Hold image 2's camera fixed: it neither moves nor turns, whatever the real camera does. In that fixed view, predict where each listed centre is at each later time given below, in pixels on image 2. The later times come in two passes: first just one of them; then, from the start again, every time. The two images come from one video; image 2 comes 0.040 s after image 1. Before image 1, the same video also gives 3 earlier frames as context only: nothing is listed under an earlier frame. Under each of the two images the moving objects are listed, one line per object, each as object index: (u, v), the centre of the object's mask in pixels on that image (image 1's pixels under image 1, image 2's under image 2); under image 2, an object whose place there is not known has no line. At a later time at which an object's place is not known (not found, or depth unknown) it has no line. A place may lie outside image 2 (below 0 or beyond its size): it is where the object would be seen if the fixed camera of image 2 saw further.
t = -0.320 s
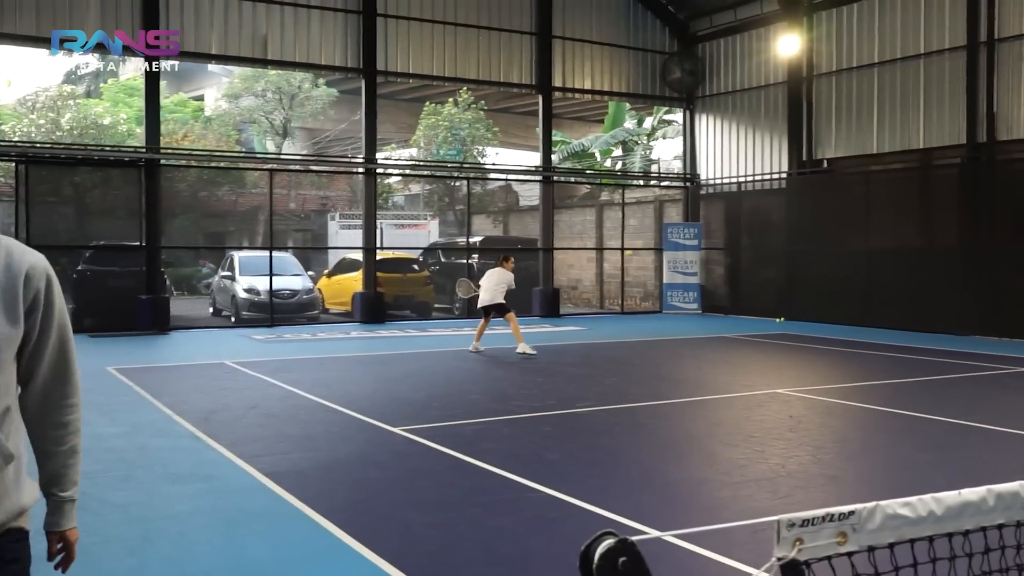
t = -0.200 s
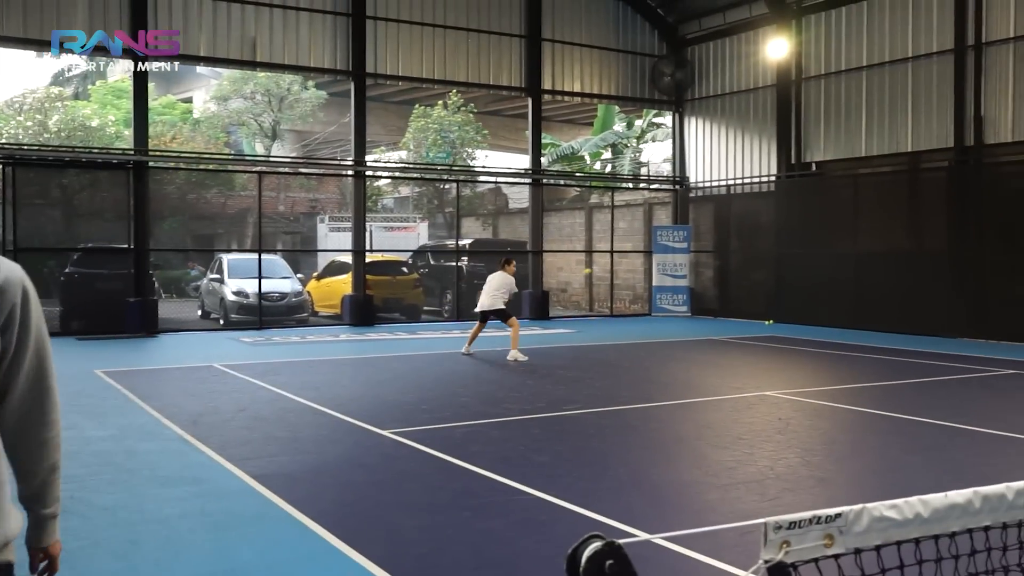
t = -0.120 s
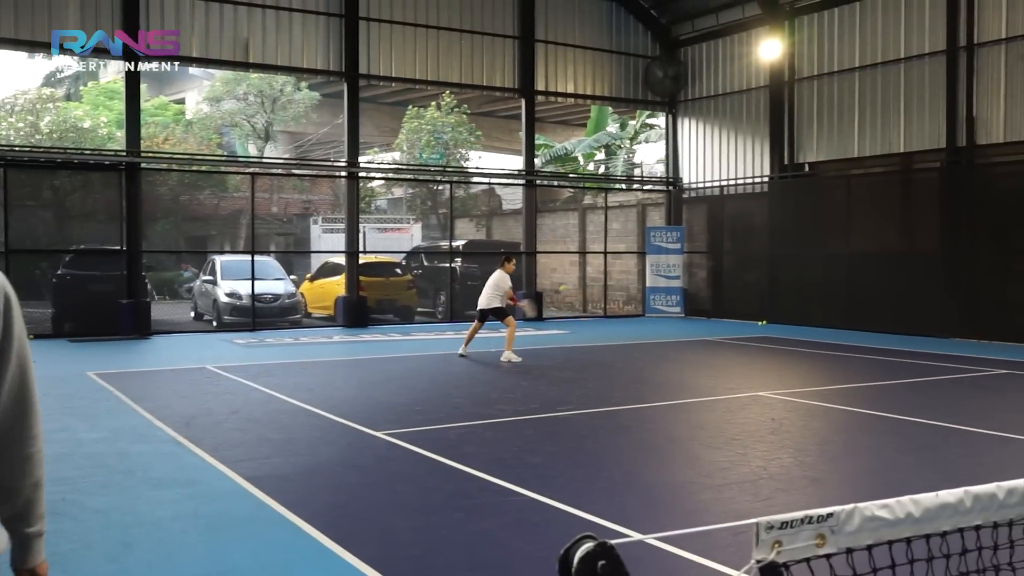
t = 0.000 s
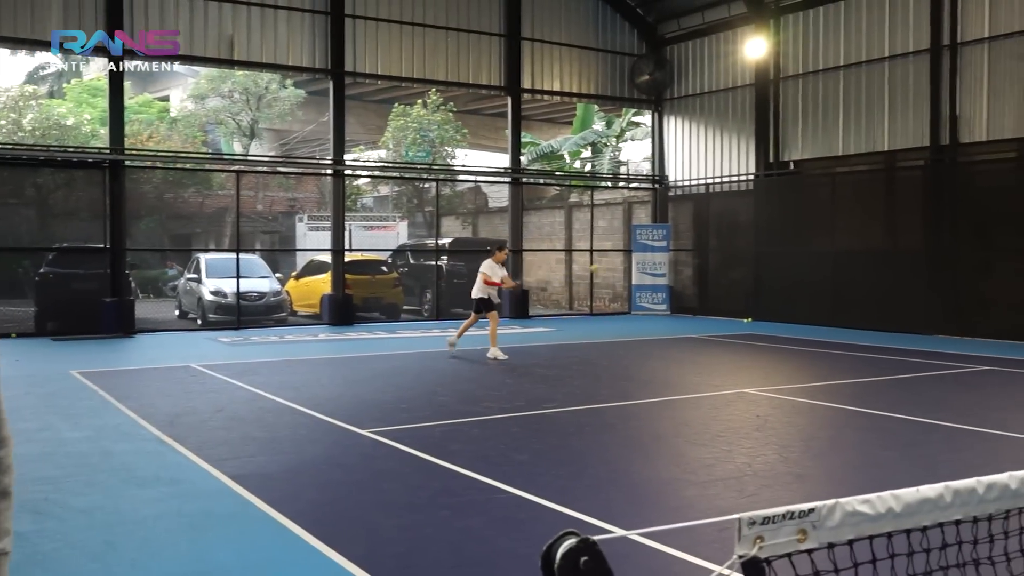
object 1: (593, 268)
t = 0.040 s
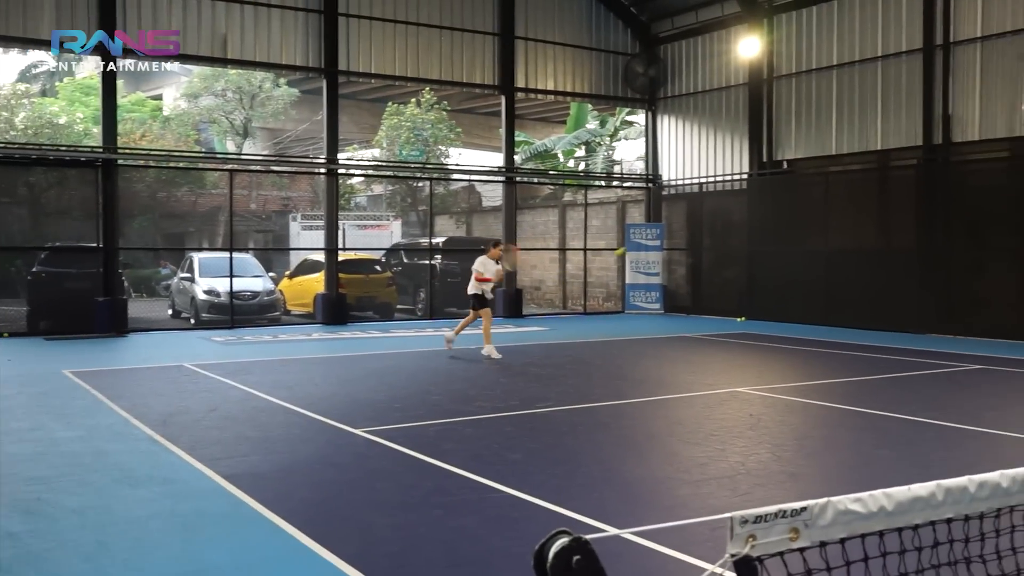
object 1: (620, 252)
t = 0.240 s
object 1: (856, 169)
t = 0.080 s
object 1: (657, 235)
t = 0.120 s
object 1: (696, 220)
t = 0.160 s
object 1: (743, 204)
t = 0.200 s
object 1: (795, 187)
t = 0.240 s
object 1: (856, 169)
